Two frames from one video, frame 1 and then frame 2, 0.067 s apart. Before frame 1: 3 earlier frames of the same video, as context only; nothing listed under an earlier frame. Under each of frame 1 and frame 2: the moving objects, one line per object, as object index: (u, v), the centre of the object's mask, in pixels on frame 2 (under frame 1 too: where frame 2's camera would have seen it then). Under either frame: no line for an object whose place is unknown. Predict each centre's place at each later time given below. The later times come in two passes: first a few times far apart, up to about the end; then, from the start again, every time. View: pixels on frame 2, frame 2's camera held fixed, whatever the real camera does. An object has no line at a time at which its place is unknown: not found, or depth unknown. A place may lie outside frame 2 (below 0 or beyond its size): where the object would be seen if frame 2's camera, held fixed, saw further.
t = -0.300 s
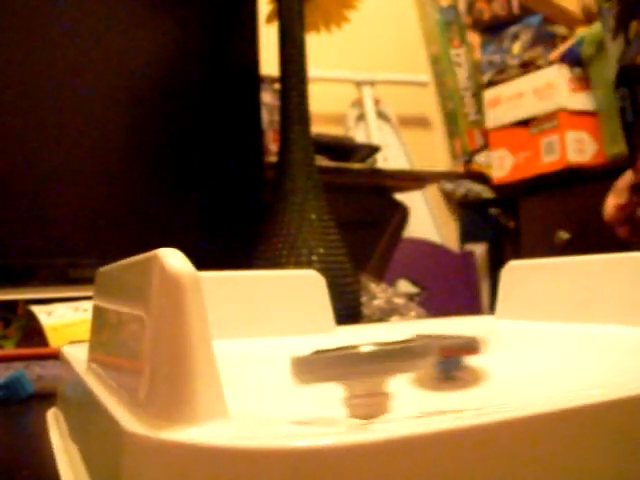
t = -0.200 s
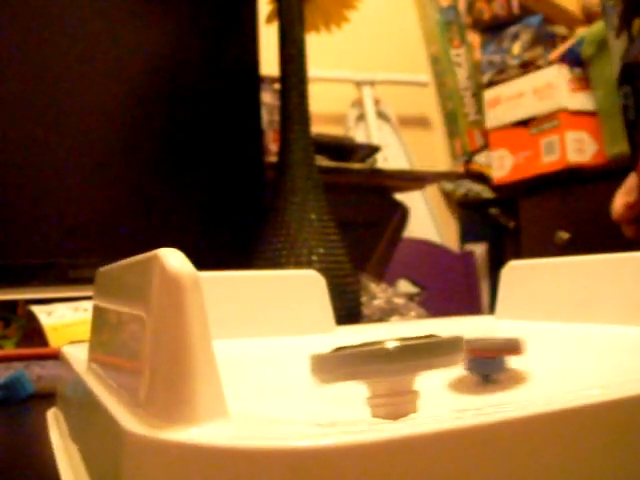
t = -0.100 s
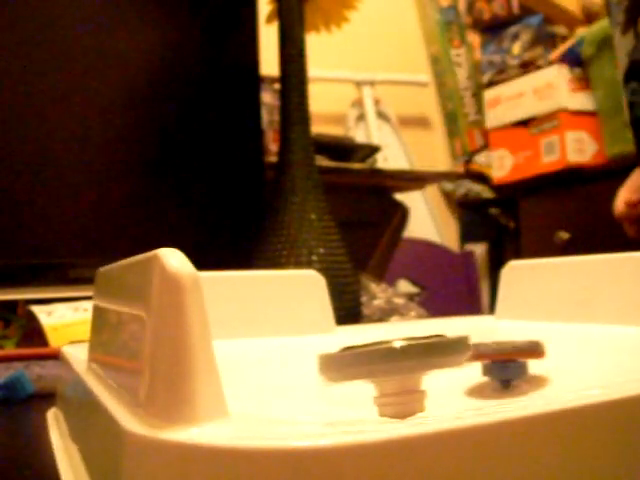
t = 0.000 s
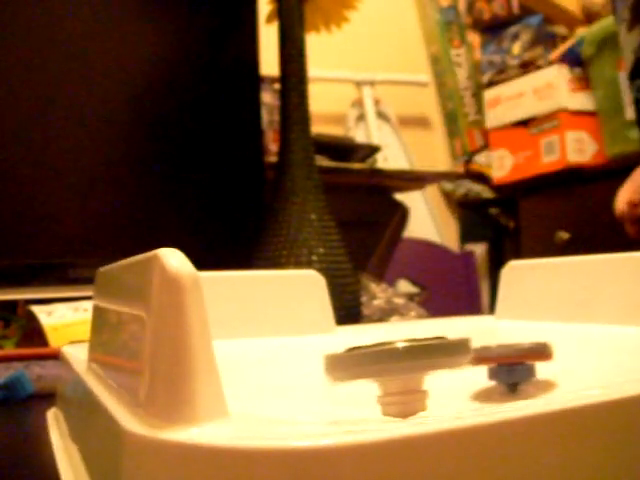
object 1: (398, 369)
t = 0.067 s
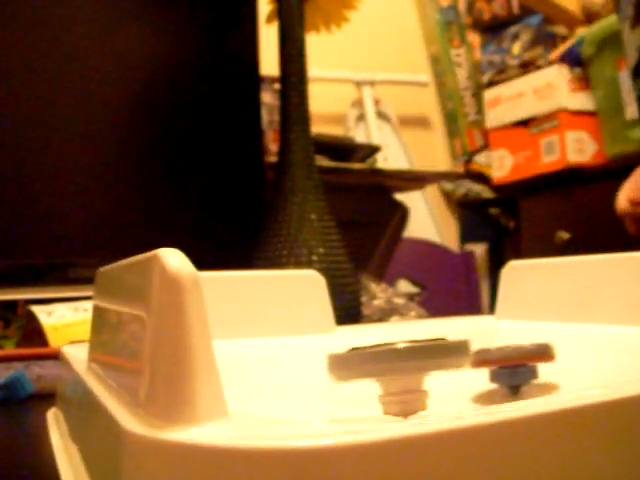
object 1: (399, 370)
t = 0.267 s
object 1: (396, 370)
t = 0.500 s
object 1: (391, 371)
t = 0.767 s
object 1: (442, 385)
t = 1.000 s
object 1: (410, 386)
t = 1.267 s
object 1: (406, 385)
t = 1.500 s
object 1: (382, 385)
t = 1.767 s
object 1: (378, 385)
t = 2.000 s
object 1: (384, 384)
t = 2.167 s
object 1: (393, 383)
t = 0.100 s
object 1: (400, 370)
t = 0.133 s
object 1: (399, 370)
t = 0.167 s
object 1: (399, 370)
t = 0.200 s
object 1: (399, 370)
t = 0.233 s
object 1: (398, 370)
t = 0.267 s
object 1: (396, 370)
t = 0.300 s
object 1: (395, 370)
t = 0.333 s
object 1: (393, 370)
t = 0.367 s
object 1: (393, 370)
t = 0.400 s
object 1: (392, 370)
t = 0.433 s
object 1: (392, 370)
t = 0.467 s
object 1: (391, 370)
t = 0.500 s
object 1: (391, 371)
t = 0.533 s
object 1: (392, 370)
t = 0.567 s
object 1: (393, 370)
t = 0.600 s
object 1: (397, 373)
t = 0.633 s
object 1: (405, 377)
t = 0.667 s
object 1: (415, 381)
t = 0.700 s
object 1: (425, 383)
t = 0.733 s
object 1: (434, 385)
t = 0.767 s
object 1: (442, 385)
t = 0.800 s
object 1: (437, 385)
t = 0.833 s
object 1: (425, 386)
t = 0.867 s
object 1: (418, 386)
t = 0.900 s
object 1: (413, 386)
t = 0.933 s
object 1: (412, 386)
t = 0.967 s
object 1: (410, 386)
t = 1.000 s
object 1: (410, 386)
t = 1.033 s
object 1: (409, 386)
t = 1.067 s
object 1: (409, 386)
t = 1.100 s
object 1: (408, 385)
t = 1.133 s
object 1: (408, 385)
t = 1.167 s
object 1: (408, 385)
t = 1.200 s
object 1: (407, 385)
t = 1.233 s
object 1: (406, 385)
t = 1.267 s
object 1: (406, 385)
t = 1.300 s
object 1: (406, 385)
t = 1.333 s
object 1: (405, 385)
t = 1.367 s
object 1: (404, 385)
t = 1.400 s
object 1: (400, 385)
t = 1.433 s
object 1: (391, 384)
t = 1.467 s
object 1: (385, 385)
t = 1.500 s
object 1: (382, 385)
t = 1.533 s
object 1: (381, 385)
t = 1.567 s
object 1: (381, 385)
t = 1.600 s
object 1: (381, 385)
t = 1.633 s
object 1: (382, 386)
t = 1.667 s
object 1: (382, 386)
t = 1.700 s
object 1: (383, 385)
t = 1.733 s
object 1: (381, 386)
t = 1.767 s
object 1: (378, 385)
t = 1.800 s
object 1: (377, 385)
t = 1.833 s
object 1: (377, 385)
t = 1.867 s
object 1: (378, 385)
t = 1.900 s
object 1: (380, 385)
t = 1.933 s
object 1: (381, 384)
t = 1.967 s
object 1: (383, 384)
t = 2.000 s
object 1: (384, 384)
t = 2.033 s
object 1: (386, 384)
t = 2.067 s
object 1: (388, 384)
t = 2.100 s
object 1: (389, 384)
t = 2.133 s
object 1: (391, 384)
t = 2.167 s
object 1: (393, 383)
